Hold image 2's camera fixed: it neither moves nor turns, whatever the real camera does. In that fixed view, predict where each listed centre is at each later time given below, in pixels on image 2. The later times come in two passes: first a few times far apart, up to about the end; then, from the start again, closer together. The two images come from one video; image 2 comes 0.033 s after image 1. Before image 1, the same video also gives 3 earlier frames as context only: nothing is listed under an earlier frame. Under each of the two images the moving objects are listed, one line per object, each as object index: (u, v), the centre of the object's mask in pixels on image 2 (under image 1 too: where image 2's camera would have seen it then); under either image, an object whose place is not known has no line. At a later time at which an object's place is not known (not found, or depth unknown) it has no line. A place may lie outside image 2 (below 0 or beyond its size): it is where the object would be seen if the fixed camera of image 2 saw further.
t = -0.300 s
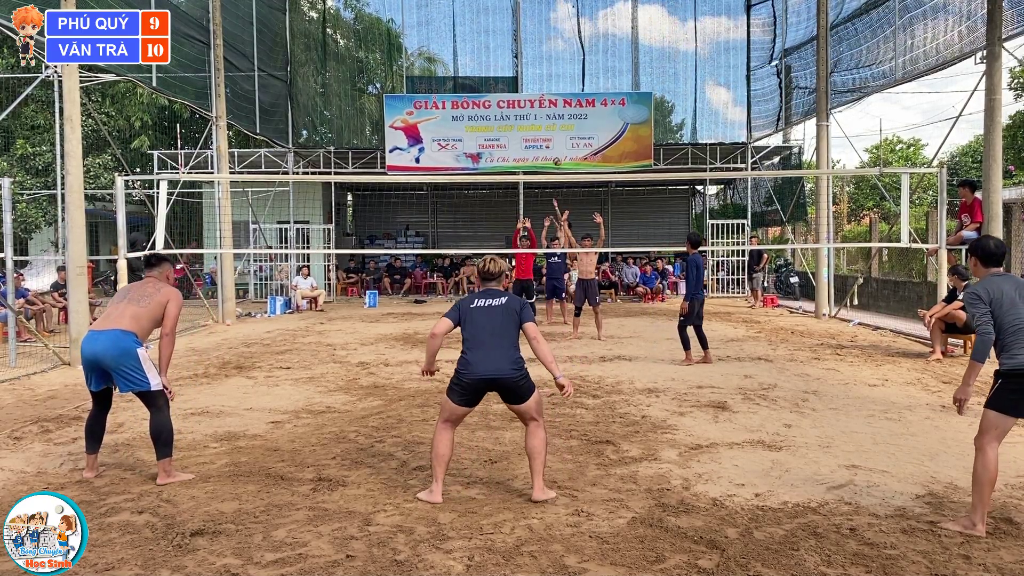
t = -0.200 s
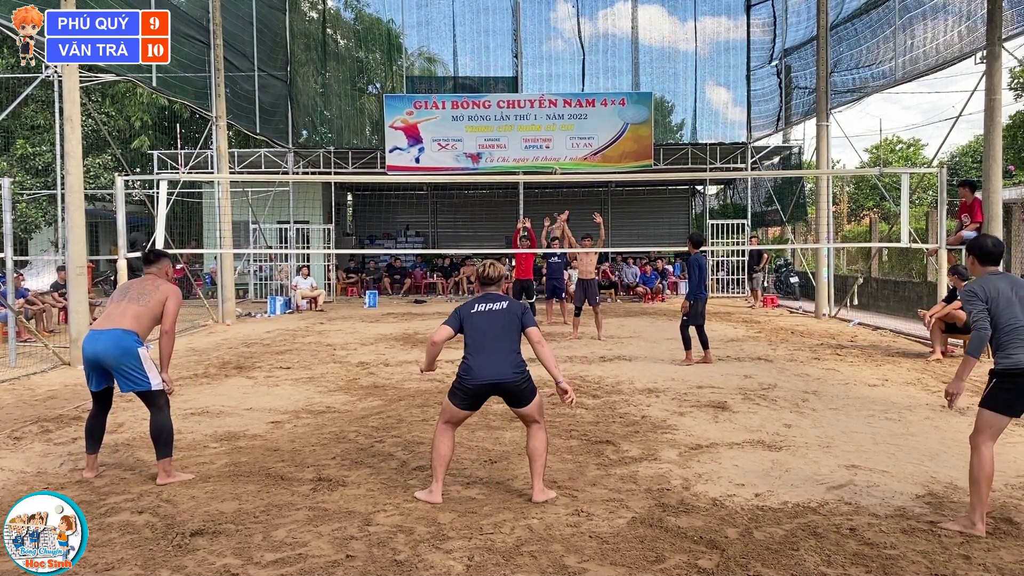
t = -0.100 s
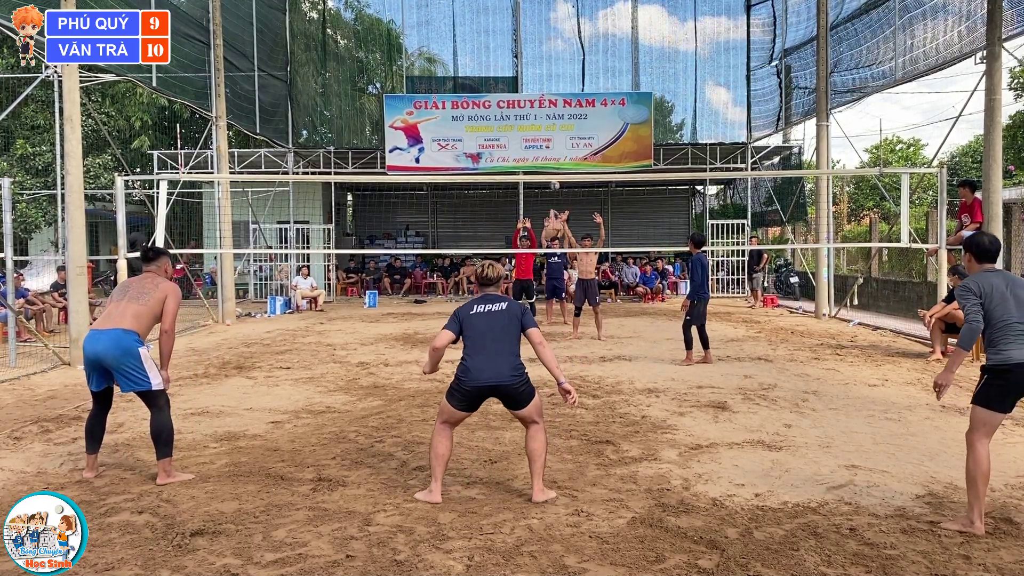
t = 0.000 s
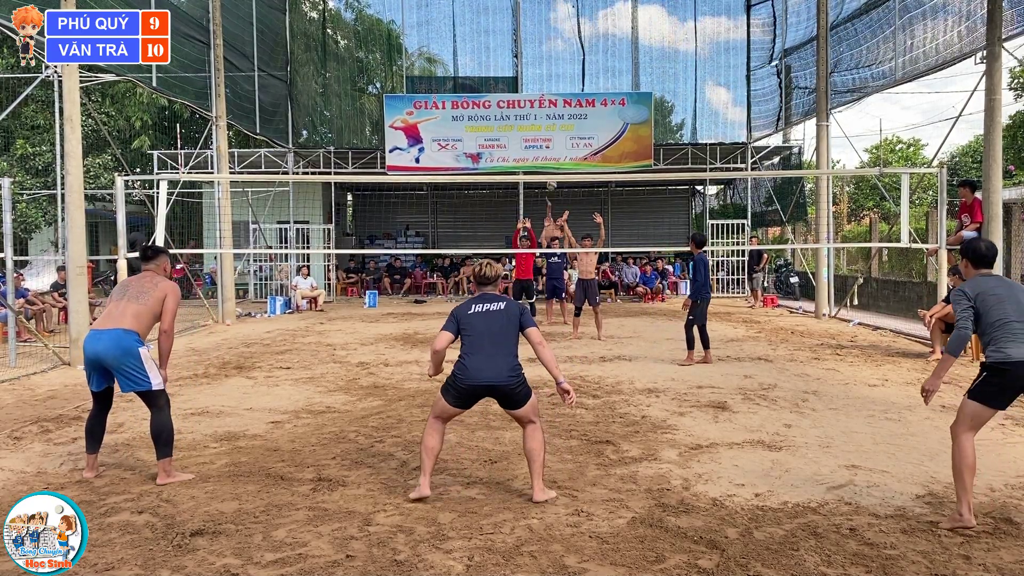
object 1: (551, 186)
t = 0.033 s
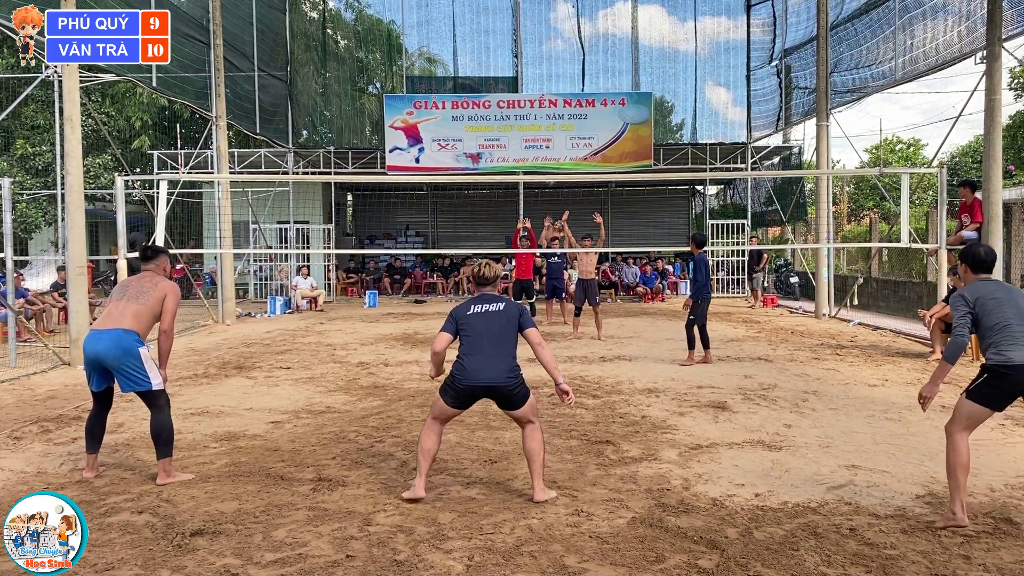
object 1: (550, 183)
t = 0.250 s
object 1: (548, 168)
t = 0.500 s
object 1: (536, 152)
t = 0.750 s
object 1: (510, 165)
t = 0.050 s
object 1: (550, 174)
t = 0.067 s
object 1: (549, 173)
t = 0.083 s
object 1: (549, 172)
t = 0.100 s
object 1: (549, 172)
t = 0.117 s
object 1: (549, 171)
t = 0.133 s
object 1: (548, 170)
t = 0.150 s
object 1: (548, 168)
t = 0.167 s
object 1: (548, 169)
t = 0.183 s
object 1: (548, 168)
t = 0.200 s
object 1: (548, 168)
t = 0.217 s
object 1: (548, 168)
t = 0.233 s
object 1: (548, 168)
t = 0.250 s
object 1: (548, 168)
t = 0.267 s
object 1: (549, 168)
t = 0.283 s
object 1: (550, 169)
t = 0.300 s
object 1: (550, 170)
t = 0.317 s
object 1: (551, 171)
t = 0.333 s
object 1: (551, 173)
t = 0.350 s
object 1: (550, 172)
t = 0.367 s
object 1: (548, 168)
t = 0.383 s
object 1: (547, 165)
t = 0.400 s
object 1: (545, 163)
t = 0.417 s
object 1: (543, 161)
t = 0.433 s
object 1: (542, 159)
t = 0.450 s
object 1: (540, 157)
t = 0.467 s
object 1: (539, 154)
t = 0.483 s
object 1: (537, 154)
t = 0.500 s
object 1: (536, 152)
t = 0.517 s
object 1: (534, 151)
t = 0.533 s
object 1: (533, 151)
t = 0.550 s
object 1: (531, 149)
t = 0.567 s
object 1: (529, 149)
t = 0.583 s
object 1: (528, 149)
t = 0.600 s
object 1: (526, 149)
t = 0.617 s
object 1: (524, 150)
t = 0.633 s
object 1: (523, 151)
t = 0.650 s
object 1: (521, 152)
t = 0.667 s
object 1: (519, 153)
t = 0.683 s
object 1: (518, 155)
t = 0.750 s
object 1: (510, 165)
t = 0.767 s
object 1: (508, 169)
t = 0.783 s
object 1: (506, 173)
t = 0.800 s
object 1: (504, 177)
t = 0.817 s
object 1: (502, 182)
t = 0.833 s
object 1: (500, 187)
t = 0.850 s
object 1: (498, 192)
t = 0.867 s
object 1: (496, 198)
